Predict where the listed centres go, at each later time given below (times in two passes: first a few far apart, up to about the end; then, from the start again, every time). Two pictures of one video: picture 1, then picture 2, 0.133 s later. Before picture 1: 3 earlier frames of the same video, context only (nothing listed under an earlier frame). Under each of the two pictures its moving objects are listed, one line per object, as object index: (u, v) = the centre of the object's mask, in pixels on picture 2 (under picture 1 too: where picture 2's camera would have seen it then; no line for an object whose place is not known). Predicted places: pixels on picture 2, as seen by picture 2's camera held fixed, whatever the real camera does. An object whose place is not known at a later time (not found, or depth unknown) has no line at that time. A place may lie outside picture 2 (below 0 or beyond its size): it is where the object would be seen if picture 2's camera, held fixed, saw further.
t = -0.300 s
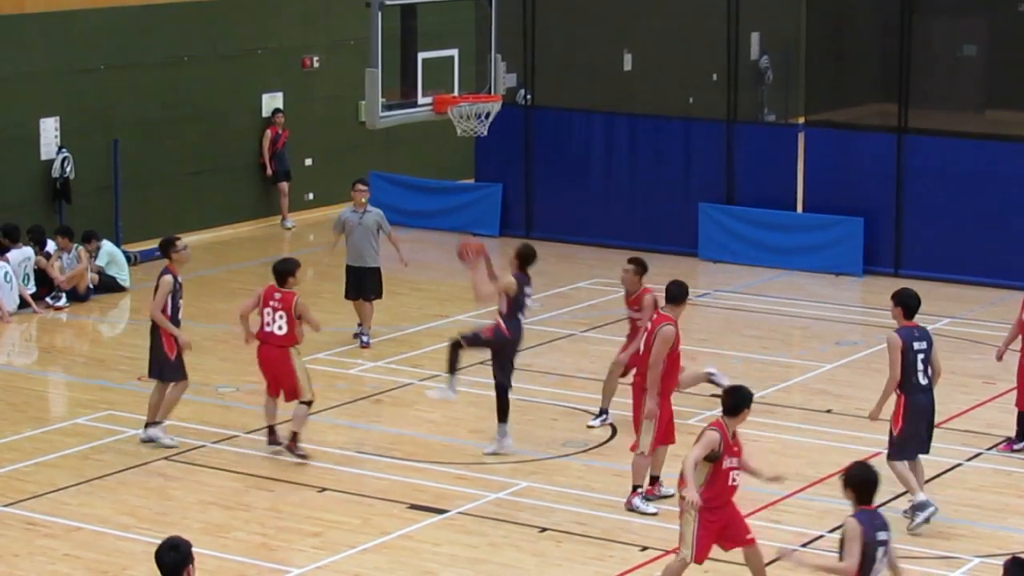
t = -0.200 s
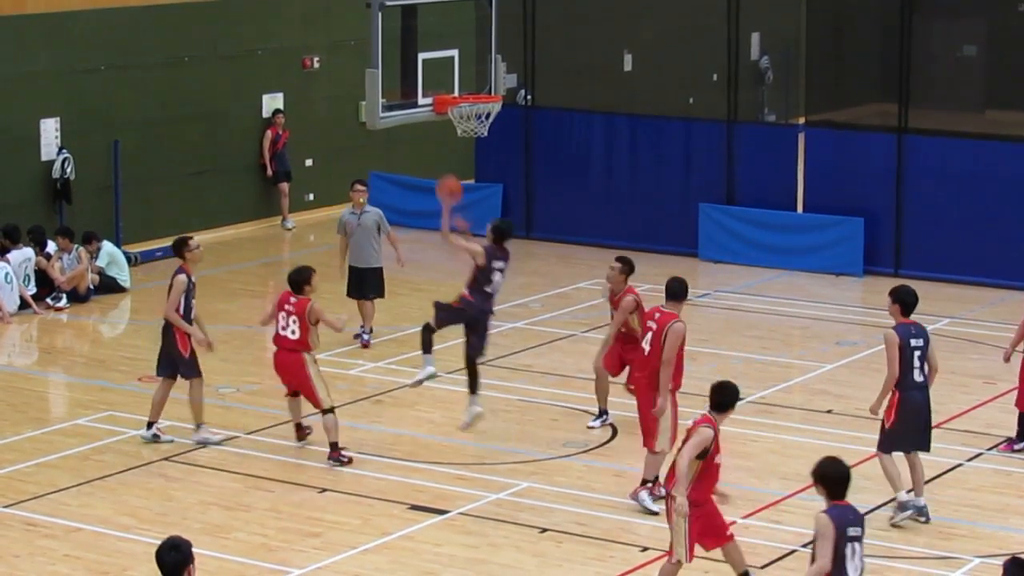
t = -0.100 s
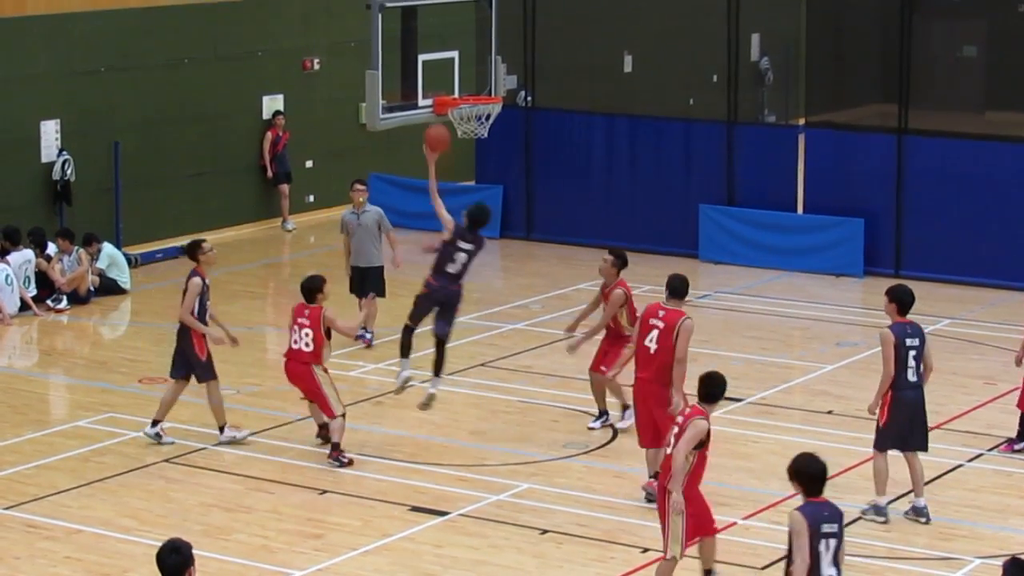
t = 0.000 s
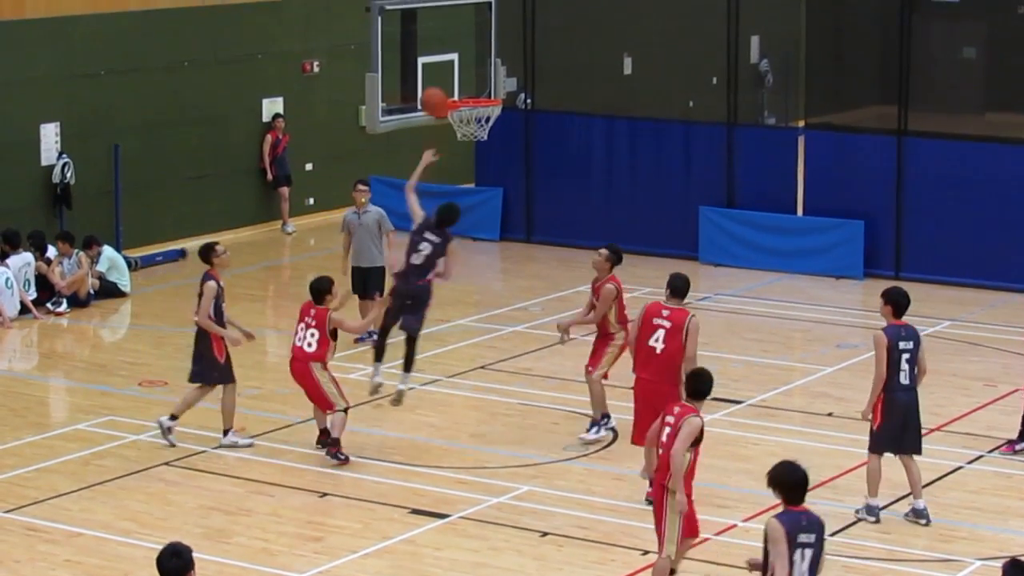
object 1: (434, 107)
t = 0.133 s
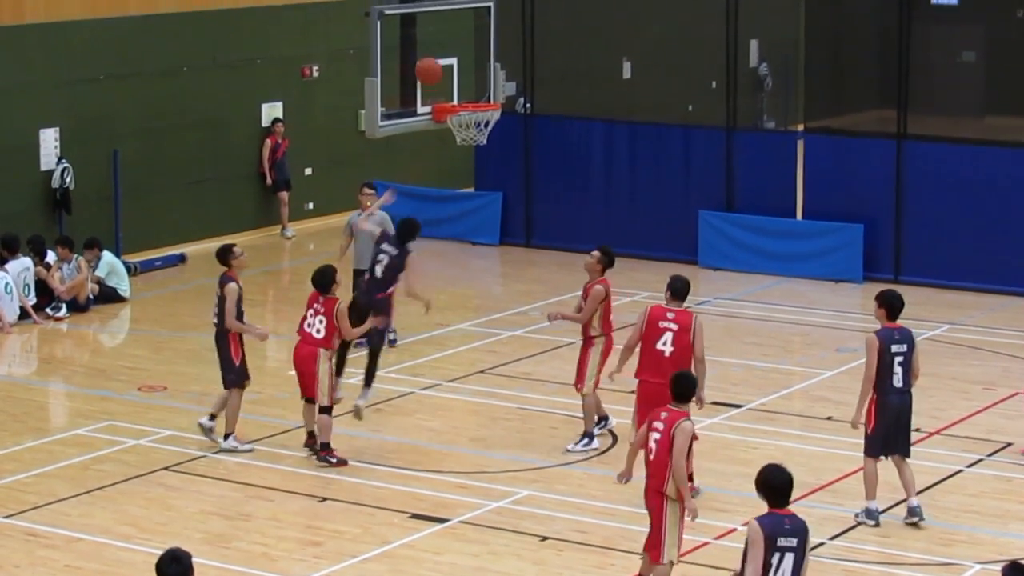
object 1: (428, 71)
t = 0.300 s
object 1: (451, 67)
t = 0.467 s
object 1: (476, 93)
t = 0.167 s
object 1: (431, 67)
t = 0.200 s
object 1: (436, 65)
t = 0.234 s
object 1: (441, 65)
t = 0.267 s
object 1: (446, 65)
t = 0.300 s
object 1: (451, 67)
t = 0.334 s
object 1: (457, 70)
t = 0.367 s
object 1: (462, 74)
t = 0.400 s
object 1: (467, 79)
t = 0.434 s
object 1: (472, 86)
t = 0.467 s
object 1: (476, 93)
